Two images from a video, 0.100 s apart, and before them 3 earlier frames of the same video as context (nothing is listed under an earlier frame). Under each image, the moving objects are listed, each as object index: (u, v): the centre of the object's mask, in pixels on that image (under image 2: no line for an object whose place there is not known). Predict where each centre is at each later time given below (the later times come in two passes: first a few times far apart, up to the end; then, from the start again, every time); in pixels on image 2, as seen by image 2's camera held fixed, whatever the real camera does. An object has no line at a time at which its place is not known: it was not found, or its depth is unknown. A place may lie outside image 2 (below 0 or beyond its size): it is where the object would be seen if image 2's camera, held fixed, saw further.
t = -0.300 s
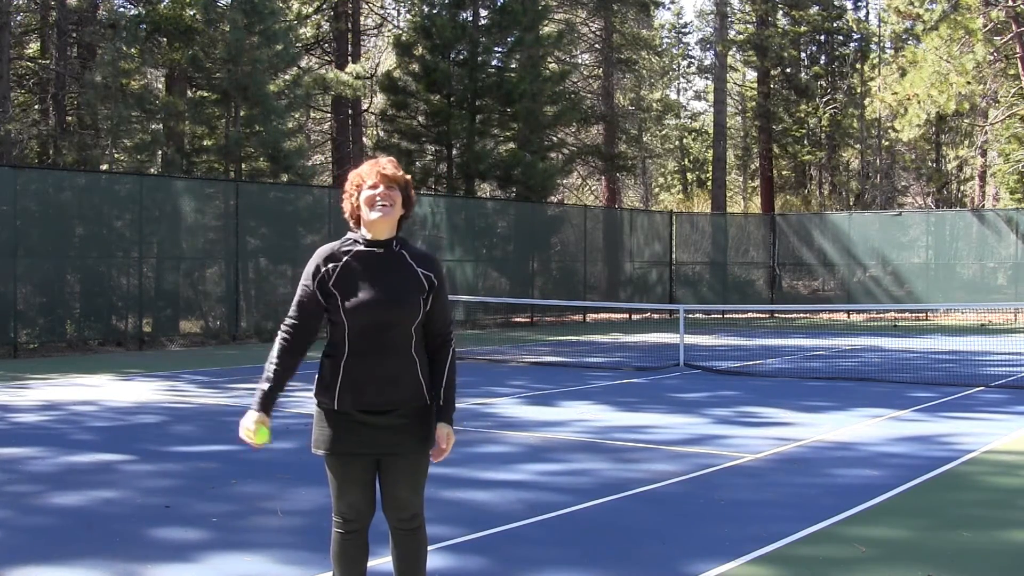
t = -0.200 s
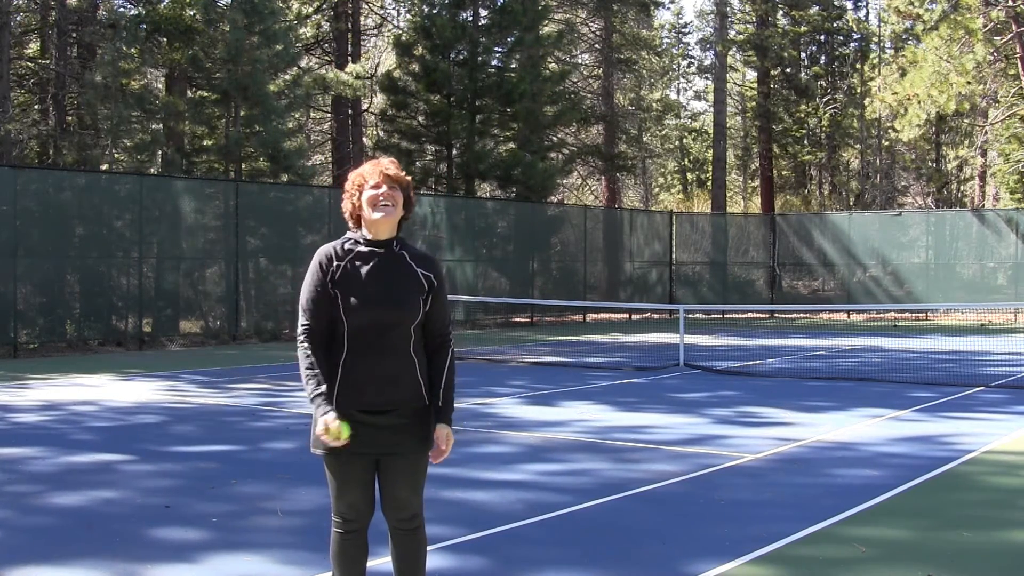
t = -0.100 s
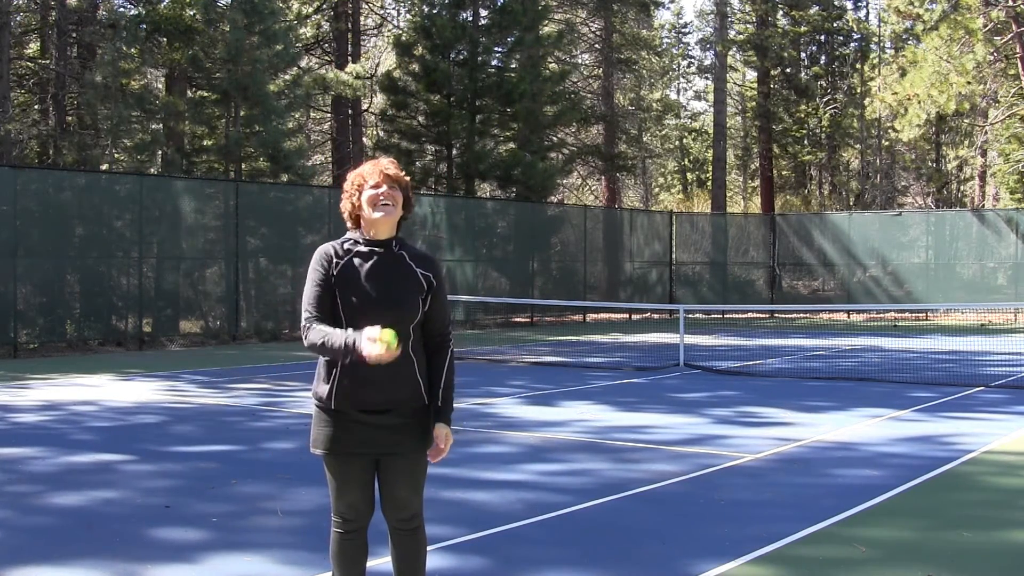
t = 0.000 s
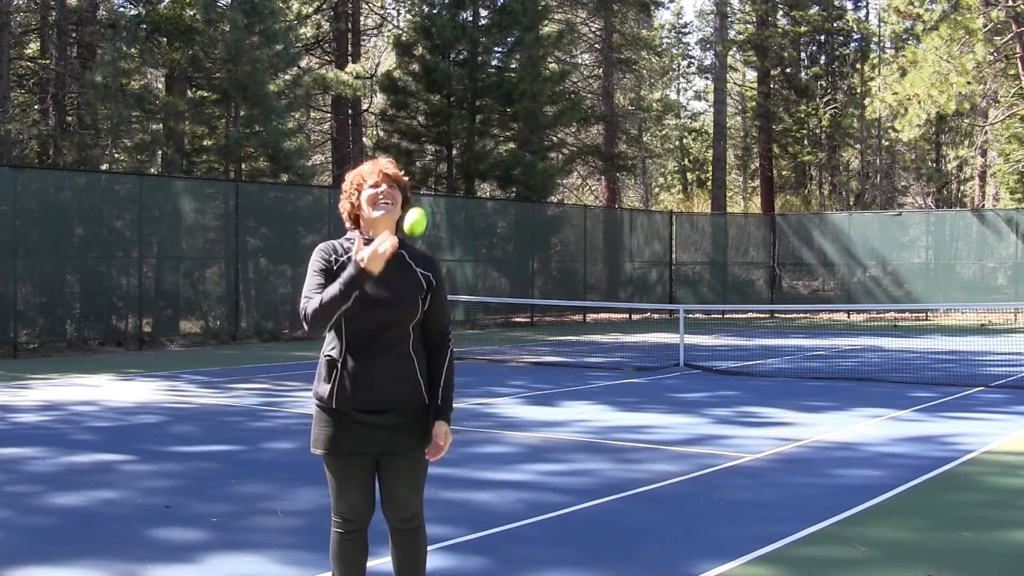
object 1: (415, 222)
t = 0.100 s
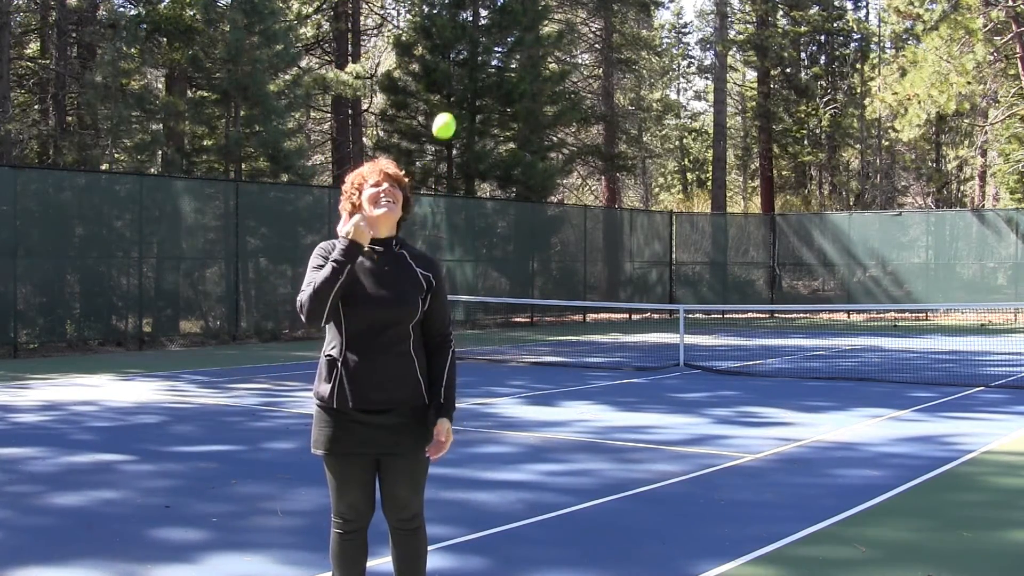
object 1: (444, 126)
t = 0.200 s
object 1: (473, 60)
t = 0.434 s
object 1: (543, 27)
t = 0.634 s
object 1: (604, 143)
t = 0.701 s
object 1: (624, 214)
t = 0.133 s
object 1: (453, 100)
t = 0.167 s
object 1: (463, 78)
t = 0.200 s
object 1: (473, 60)
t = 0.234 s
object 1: (483, 45)
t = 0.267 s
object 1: (493, 33)
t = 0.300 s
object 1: (502, 24)
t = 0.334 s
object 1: (512, 20)
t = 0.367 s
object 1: (522, 19)
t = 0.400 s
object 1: (533, 21)
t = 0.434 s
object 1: (543, 27)
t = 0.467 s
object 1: (553, 36)
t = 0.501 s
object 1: (562, 50)
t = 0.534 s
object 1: (573, 67)
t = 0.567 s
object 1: (583, 88)
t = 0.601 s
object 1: (593, 113)
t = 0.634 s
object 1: (604, 143)
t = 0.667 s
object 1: (614, 176)
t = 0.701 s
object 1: (624, 214)
